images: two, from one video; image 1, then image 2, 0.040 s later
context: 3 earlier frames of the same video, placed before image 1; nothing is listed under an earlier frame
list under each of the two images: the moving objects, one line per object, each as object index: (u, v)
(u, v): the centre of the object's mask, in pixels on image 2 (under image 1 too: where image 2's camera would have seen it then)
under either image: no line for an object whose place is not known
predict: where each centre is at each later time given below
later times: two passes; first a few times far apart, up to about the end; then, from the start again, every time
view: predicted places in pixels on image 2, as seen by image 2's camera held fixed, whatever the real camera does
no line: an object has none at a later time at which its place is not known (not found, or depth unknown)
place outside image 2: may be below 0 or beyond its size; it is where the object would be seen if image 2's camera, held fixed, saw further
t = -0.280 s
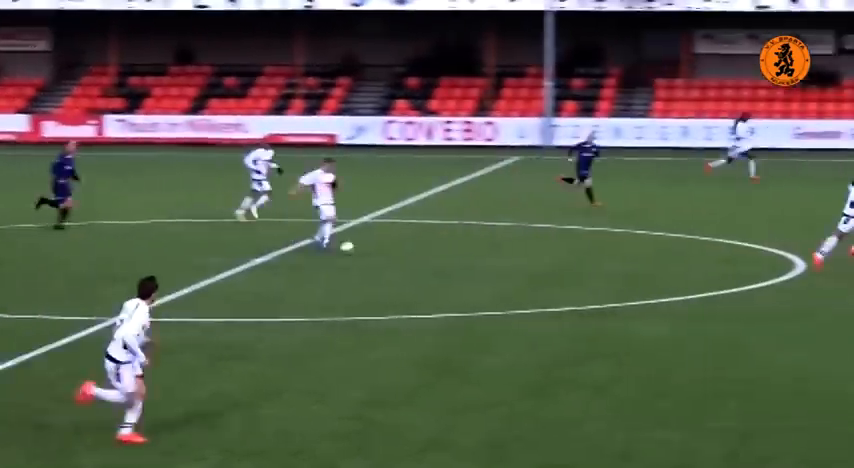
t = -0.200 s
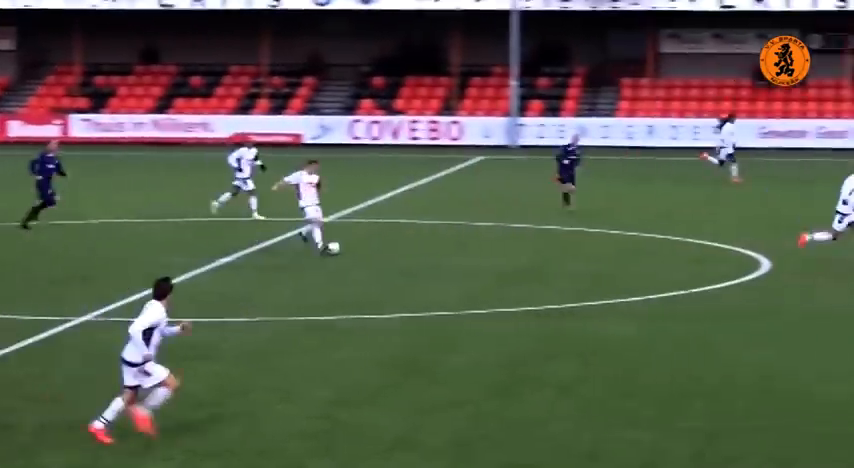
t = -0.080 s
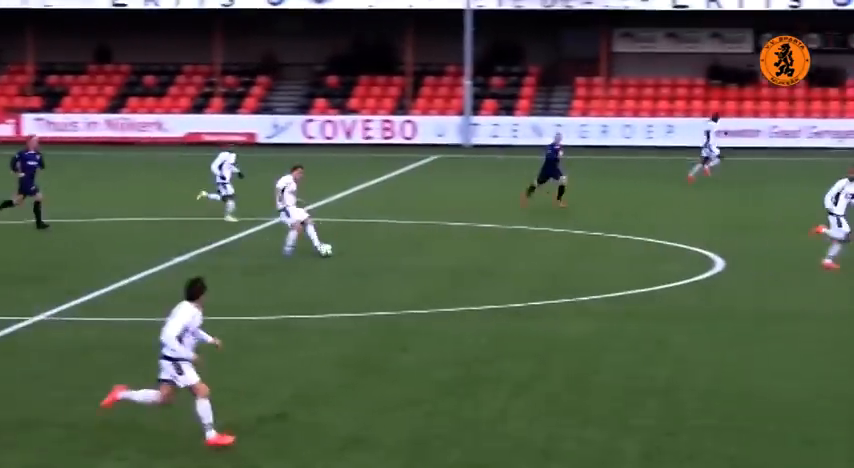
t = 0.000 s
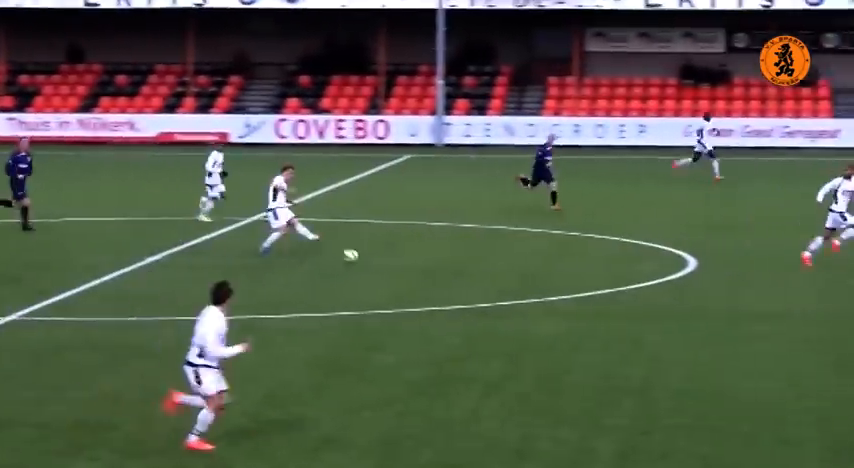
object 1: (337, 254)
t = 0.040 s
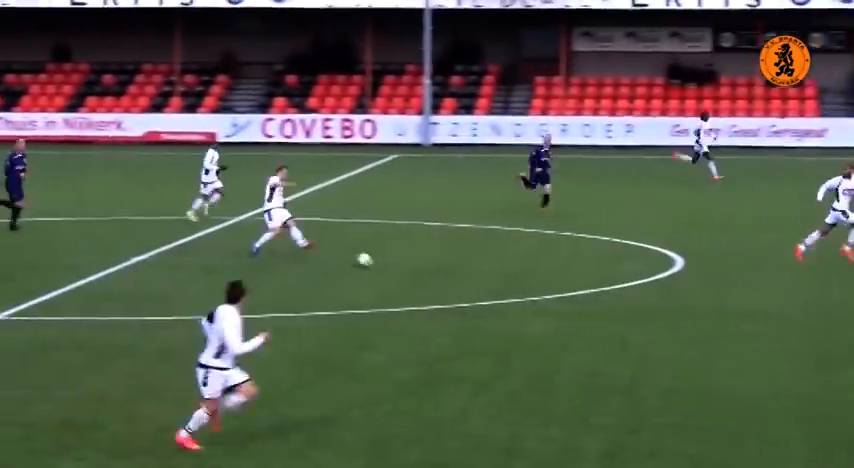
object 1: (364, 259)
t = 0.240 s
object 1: (492, 279)
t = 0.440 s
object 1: (615, 300)
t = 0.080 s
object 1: (389, 263)
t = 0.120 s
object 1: (415, 265)
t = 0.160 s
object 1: (441, 268)
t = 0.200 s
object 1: (467, 273)
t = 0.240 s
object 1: (492, 279)
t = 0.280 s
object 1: (516, 283)
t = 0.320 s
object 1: (541, 285)
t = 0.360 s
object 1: (565, 290)
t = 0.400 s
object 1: (590, 295)
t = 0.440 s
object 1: (615, 300)
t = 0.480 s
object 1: (637, 301)
